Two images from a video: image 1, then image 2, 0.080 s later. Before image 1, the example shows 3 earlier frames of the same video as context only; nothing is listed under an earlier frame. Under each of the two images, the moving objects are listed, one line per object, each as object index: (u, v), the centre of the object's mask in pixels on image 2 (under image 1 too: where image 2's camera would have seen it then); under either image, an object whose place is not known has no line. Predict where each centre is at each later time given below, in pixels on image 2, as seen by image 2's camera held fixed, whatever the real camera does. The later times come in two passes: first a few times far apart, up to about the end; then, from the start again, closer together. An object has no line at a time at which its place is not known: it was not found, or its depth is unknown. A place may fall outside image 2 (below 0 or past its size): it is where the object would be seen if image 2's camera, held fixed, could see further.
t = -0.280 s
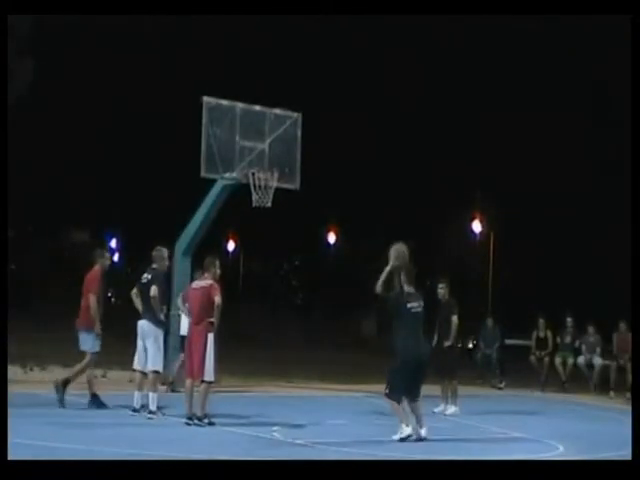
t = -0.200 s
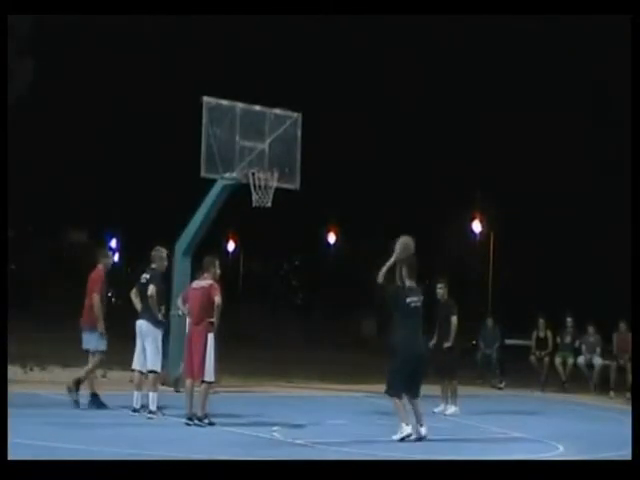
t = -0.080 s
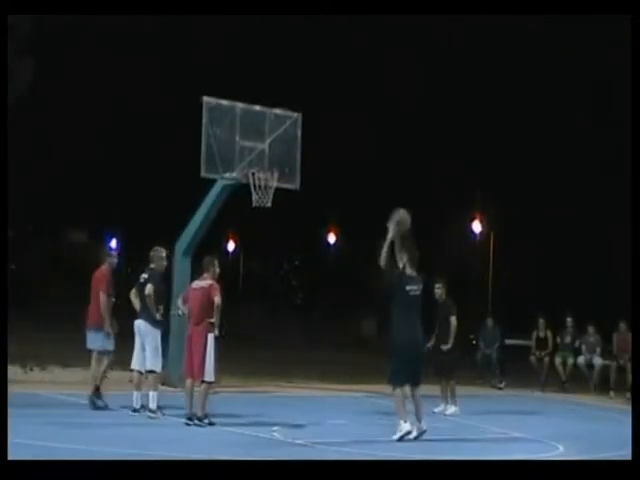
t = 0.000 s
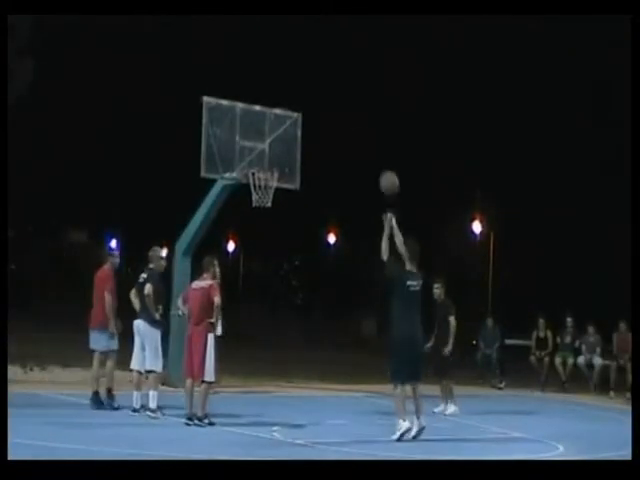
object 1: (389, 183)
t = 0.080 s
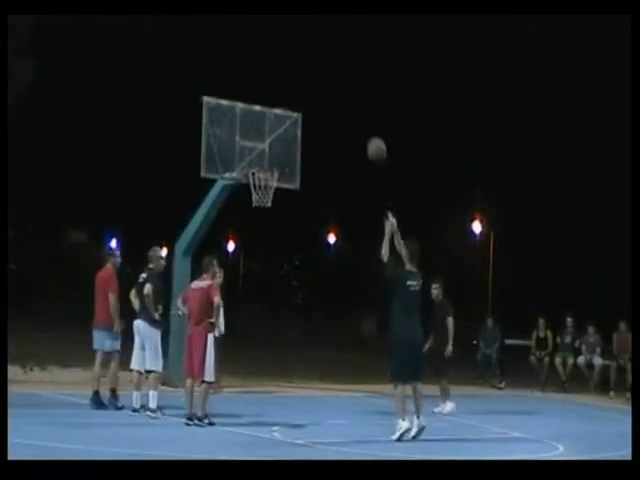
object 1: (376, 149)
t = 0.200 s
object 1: (359, 114)
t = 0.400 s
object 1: (331, 84)
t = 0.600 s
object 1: (305, 87)
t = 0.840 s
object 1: (276, 127)
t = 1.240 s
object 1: (272, 130)
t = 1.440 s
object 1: (280, 136)
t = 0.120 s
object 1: (370, 136)
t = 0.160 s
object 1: (365, 124)
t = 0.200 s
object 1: (359, 114)
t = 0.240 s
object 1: (353, 105)
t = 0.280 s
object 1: (347, 97)
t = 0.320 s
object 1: (342, 92)
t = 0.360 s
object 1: (336, 87)
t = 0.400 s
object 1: (331, 84)
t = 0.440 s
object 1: (326, 82)
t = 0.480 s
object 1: (320, 82)
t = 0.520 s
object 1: (315, 82)
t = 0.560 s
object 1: (310, 84)
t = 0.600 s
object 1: (305, 87)
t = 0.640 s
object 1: (300, 92)
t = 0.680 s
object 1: (295, 97)
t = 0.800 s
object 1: (279, 115)
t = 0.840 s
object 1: (276, 127)
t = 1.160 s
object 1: (270, 133)
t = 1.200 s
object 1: (271, 131)
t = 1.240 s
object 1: (272, 130)
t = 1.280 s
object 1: (273, 129)
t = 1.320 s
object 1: (274, 129)
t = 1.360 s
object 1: (275, 130)
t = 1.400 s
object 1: (278, 131)
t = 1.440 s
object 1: (280, 136)
